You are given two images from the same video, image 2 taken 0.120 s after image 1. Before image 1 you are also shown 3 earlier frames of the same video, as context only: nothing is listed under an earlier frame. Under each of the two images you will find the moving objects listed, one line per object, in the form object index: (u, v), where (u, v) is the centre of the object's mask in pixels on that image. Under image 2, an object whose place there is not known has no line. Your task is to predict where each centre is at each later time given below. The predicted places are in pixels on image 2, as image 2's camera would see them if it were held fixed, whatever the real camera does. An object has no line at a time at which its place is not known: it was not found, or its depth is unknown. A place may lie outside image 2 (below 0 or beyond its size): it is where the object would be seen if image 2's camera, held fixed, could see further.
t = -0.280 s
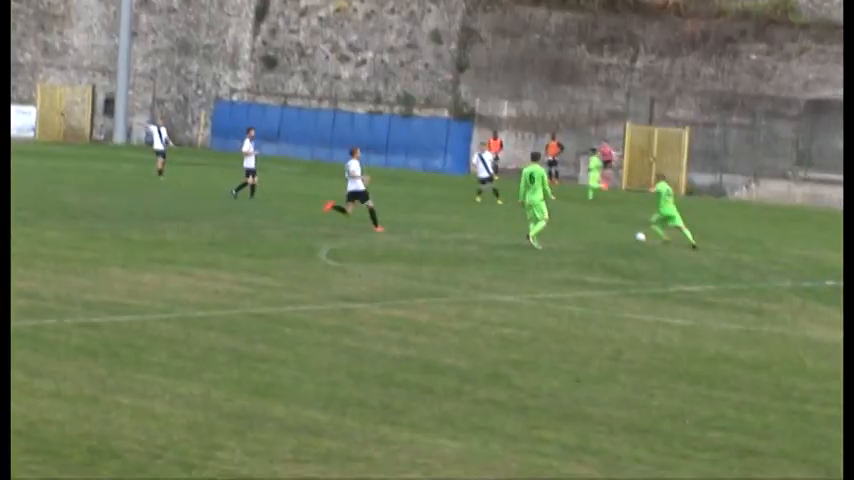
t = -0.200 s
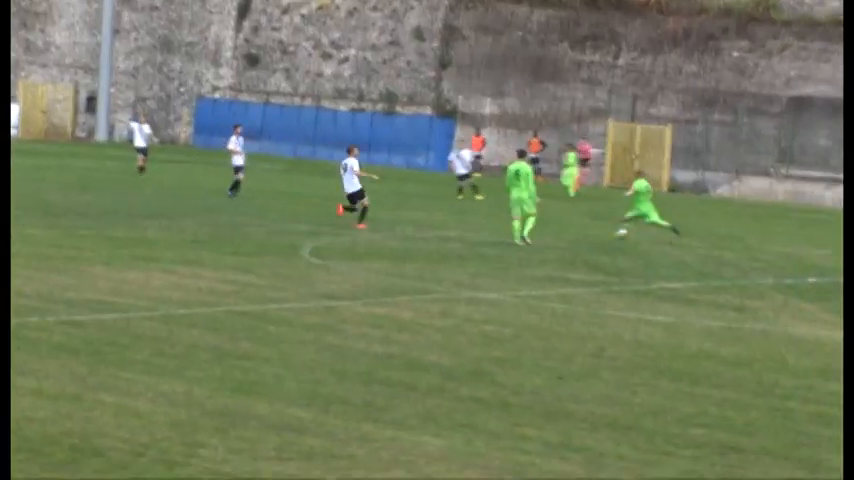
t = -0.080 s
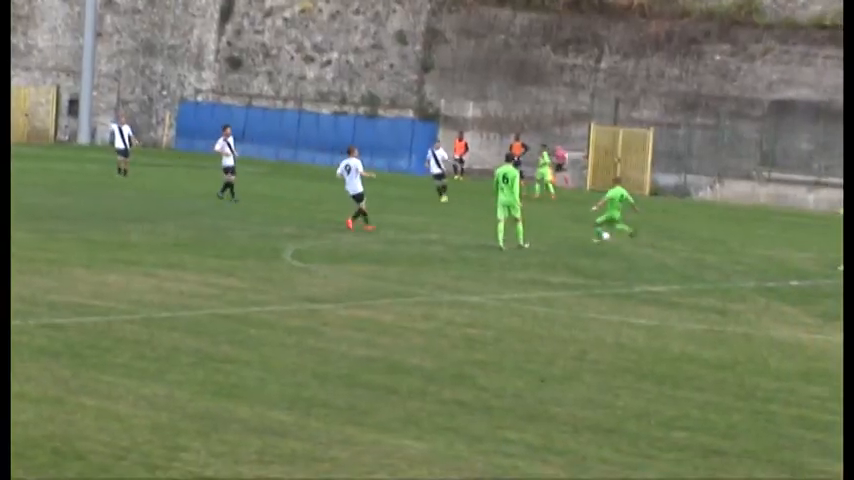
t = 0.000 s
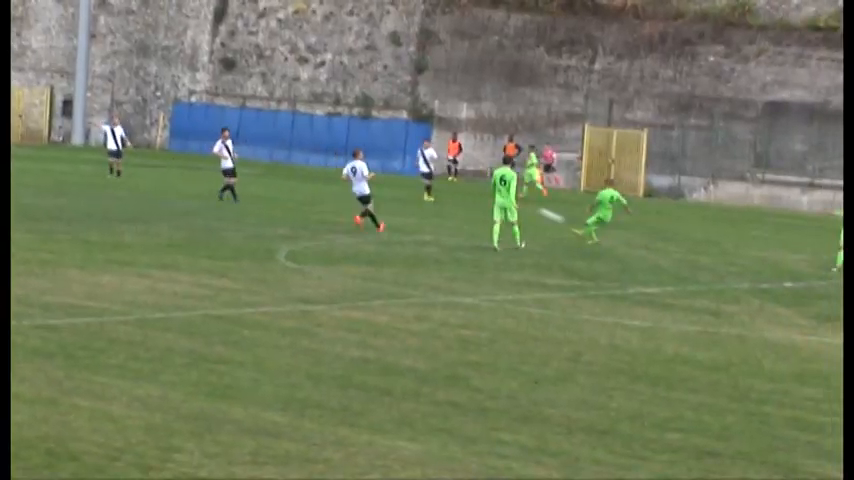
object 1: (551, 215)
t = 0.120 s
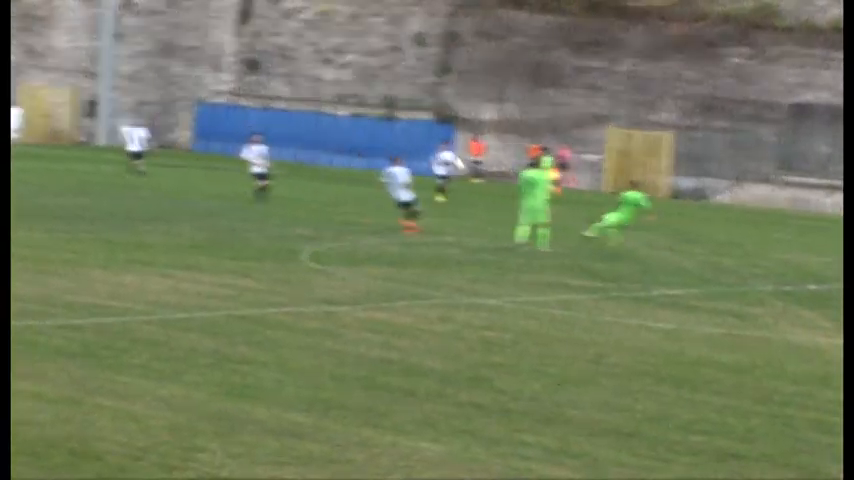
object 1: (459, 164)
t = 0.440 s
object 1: (179, 45)
